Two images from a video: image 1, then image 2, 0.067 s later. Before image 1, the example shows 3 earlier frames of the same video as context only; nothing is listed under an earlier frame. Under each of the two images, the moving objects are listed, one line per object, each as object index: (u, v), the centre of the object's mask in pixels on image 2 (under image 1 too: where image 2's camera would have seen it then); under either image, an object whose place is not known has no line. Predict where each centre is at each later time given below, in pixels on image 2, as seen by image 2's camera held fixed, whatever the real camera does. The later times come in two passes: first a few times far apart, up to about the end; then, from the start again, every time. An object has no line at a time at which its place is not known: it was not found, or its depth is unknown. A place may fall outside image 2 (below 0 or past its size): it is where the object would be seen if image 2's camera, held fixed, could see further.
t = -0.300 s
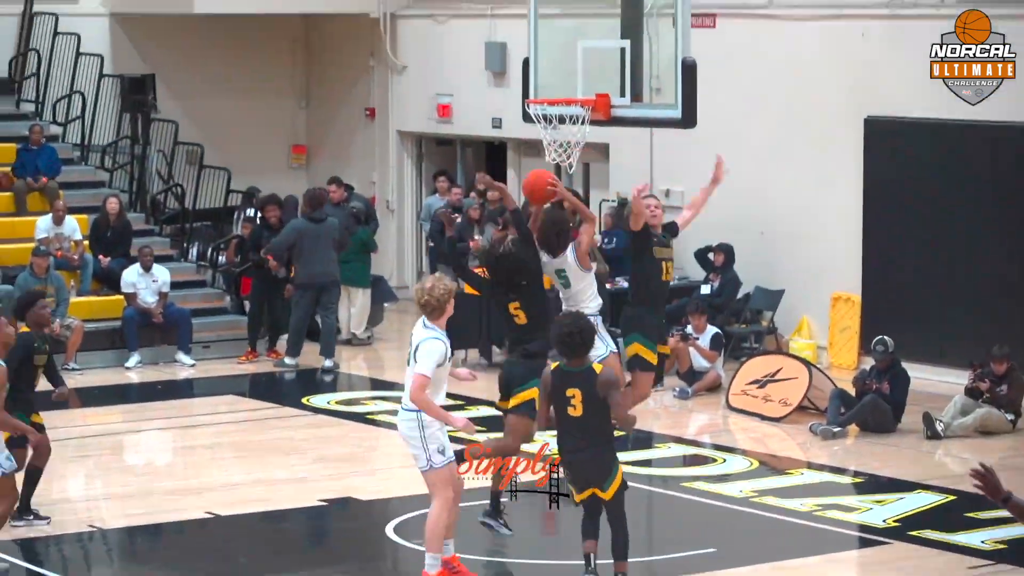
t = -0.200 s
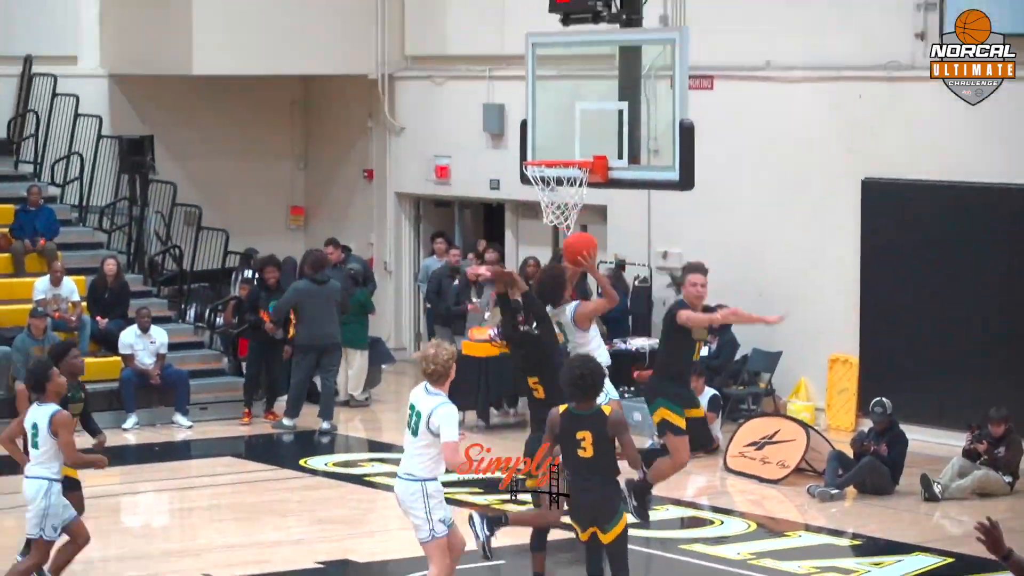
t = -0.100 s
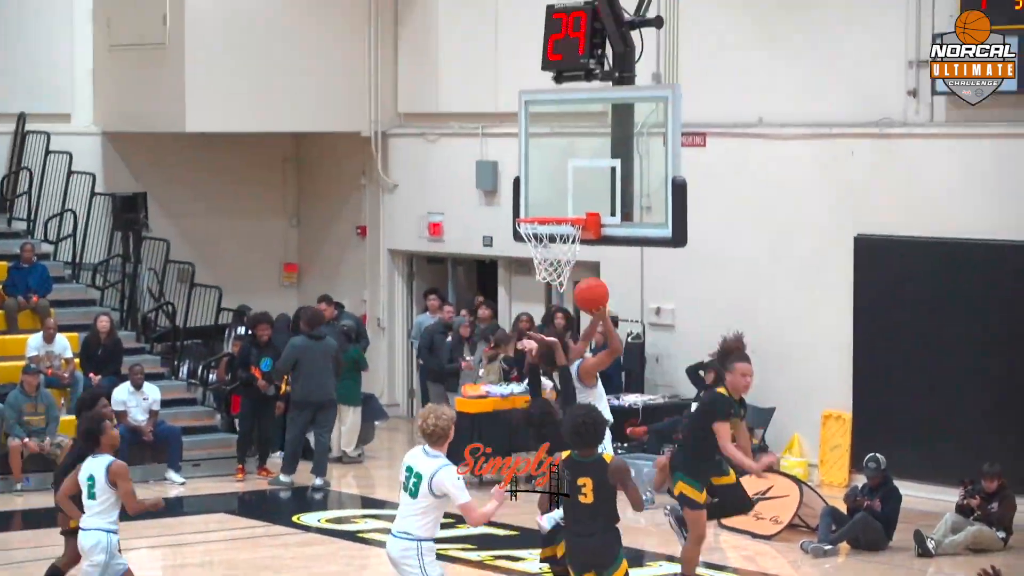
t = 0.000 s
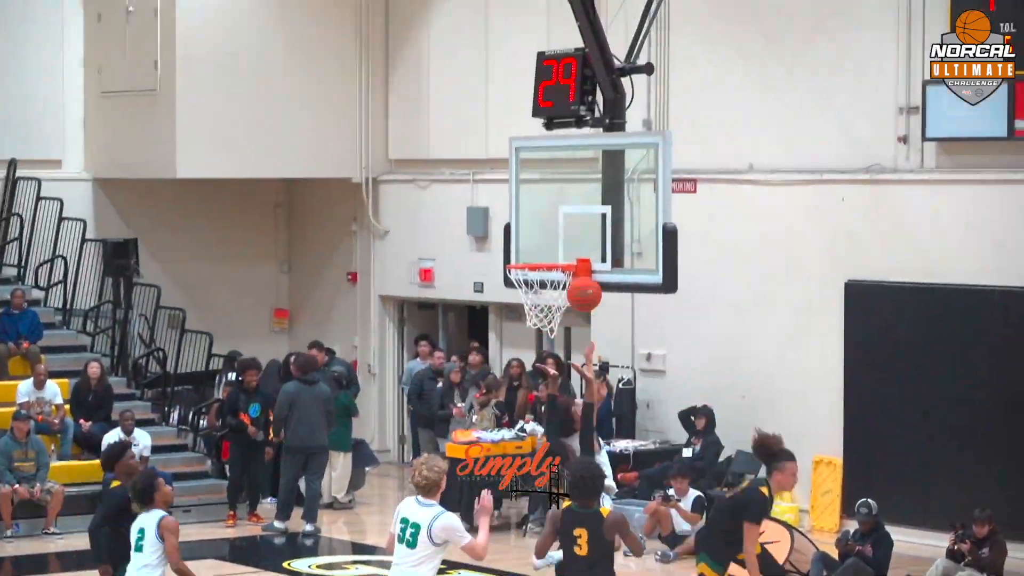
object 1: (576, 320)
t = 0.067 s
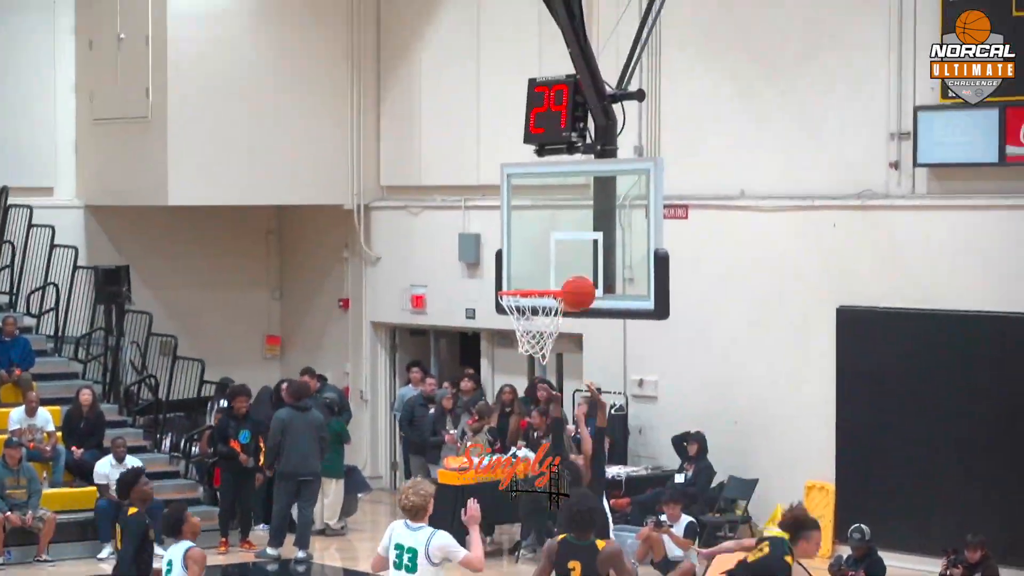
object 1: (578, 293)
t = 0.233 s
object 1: (570, 259)
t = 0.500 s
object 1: (536, 291)
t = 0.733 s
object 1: (534, 312)
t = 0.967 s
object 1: (524, 340)
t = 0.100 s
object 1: (579, 281)
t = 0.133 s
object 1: (580, 273)
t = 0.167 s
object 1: (580, 265)
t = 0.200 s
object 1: (580, 259)
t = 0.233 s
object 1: (570, 259)
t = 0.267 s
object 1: (559, 261)
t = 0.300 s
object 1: (548, 264)
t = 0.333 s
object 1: (537, 269)
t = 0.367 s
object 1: (527, 275)
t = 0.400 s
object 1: (516, 280)
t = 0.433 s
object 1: (519, 283)
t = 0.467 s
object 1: (527, 283)
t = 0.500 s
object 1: (536, 291)
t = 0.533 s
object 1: (538, 292)
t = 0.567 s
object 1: (538, 297)
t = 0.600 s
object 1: (539, 302)
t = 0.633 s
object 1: (539, 309)
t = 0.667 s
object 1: (538, 310)
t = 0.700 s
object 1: (537, 311)
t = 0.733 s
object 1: (534, 312)
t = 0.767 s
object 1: (530, 313)
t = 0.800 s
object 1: (526, 312)
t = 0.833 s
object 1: (526, 318)
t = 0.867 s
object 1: (525, 322)
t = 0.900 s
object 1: (524, 326)
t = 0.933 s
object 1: (523, 333)
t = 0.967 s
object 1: (524, 340)
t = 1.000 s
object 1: (524, 347)
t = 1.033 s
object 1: (526, 357)
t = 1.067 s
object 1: (527, 367)
